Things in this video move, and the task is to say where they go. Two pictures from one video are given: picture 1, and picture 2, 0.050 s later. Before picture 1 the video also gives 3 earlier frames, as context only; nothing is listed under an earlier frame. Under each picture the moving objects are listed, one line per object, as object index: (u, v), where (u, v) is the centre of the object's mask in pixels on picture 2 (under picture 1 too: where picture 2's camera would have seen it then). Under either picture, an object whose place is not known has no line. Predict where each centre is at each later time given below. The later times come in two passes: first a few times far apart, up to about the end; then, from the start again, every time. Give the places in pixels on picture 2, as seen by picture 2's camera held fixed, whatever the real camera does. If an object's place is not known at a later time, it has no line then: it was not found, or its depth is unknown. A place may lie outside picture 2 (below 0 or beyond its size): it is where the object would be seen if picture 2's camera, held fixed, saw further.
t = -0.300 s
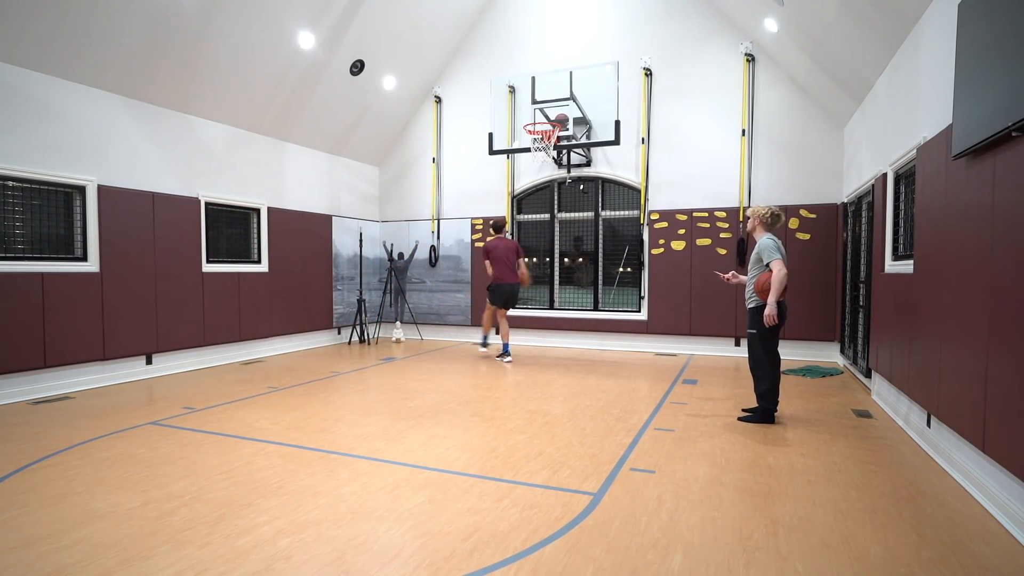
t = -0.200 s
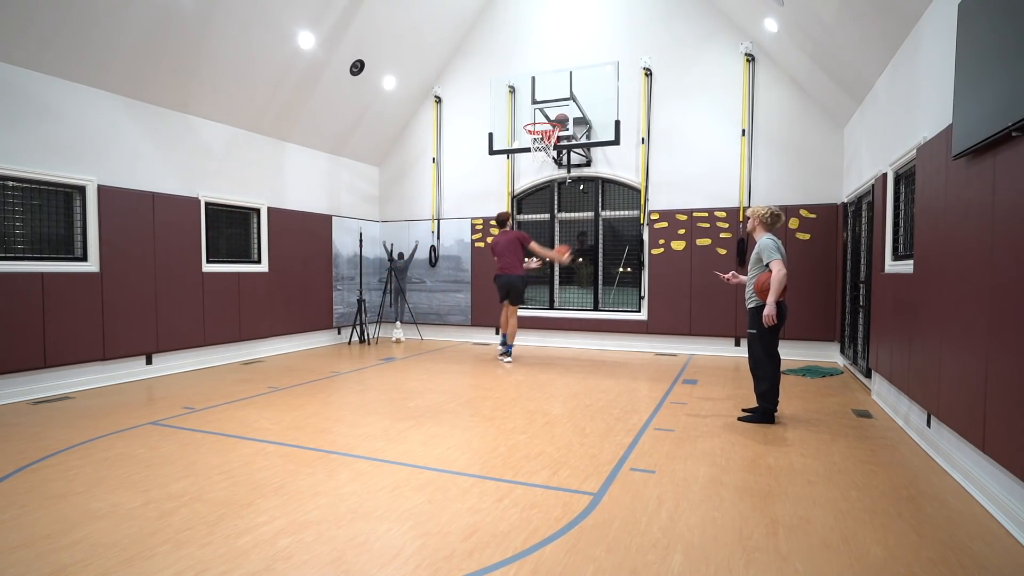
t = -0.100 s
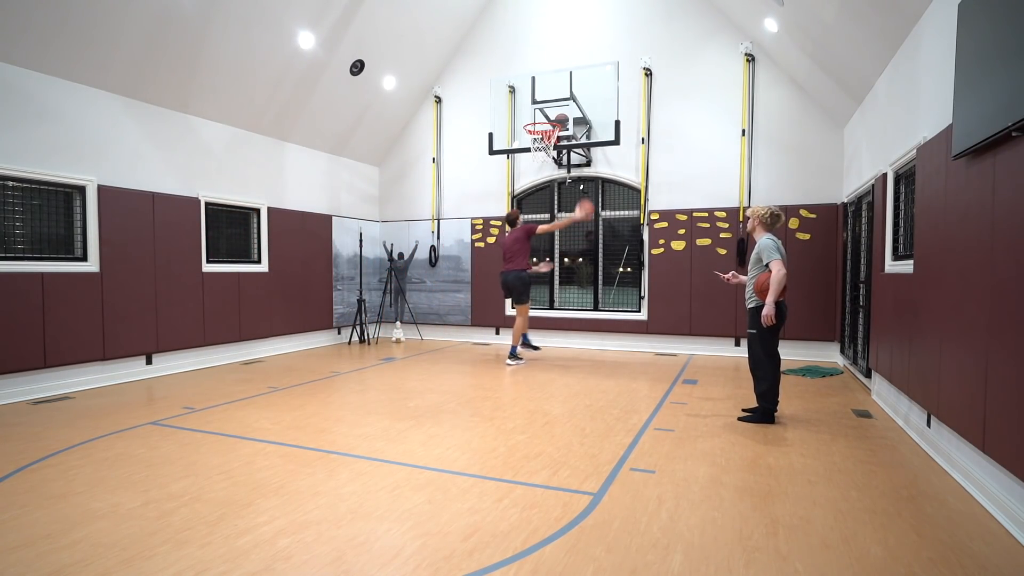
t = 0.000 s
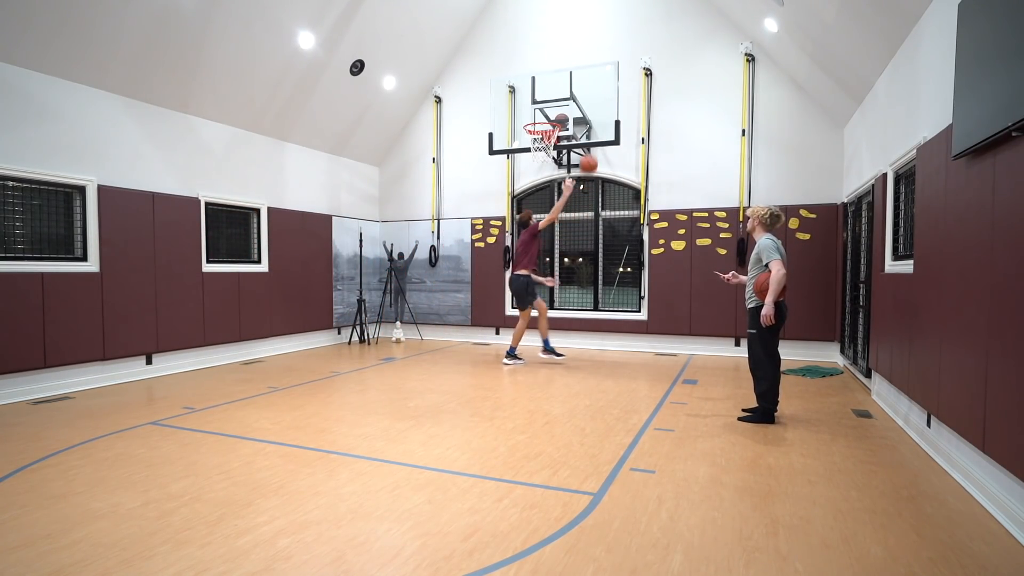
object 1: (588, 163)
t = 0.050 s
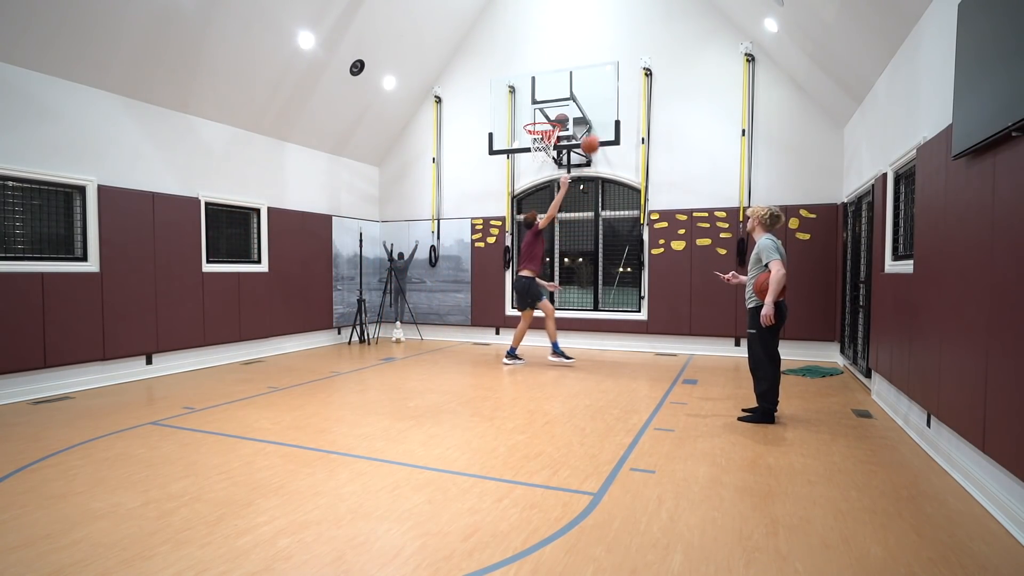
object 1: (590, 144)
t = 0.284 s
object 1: (597, 76)
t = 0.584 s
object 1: (606, 49)
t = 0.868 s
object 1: (614, 89)
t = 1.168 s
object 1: (624, 199)
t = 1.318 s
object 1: (628, 281)
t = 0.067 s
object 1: (591, 138)
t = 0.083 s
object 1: (591, 131)
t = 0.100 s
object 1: (592, 126)
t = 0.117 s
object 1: (592, 120)
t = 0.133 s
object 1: (593, 115)
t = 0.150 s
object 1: (593, 109)
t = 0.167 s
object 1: (594, 104)
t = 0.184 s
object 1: (594, 100)
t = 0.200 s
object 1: (595, 95)
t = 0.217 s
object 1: (595, 91)
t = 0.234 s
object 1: (596, 87)
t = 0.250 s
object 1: (596, 83)
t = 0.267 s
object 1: (597, 79)
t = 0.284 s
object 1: (597, 76)
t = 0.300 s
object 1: (598, 72)
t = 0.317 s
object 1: (598, 69)
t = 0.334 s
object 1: (599, 66)
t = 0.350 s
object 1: (599, 64)
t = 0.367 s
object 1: (600, 61)
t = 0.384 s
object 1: (600, 59)
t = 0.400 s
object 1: (601, 57)
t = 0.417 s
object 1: (601, 55)
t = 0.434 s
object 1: (602, 54)
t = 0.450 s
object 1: (602, 52)
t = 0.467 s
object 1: (603, 51)
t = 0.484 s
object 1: (603, 50)
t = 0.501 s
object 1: (604, 50)
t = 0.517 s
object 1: (604, 49)
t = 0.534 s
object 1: (605, 49)
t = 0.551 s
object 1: (605, 49)
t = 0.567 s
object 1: (606, 49)
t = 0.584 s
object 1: (606, 49)
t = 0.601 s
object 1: (607, 50)
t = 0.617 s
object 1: (607, 51)
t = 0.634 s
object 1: (608, 52)
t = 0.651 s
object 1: (608, 53)
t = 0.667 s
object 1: (609, 54)
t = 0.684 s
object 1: (609, 56)
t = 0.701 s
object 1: (610, 58)
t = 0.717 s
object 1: (610, 60)
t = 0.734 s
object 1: (610, 62)
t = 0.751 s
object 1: (611, 65)
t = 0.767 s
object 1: (612, 68)
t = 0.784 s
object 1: (612, 70)
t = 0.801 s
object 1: (613, 74)
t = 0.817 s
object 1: (613, 77)
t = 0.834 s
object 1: (614, 81)
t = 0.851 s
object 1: (614, 85)
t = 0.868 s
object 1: (614, 89)
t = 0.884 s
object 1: (615, 93)
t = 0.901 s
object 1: (615, 97)
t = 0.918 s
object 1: (616, 102)
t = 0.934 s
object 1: (616, 107)
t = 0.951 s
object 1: (617, 112)
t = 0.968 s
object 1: (617, 118)
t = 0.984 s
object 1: (618, 124)
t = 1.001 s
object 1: (618, 129)
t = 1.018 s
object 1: (619, 135)
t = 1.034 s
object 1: (619, 141)
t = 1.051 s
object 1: (620, 148)
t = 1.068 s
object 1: (620, 155)
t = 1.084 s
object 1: (621, 162)
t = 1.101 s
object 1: (621, 169)
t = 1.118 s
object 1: (622, 177)
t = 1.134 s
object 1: (623, 185)
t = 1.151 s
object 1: (623, 192)
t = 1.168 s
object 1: (624, 199)
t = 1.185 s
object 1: (624, 207)
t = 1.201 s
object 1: (624, 217)
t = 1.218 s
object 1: (625, 226)
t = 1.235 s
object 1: (625, 234)
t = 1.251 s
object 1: (626, 243)
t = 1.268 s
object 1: (626, 252)
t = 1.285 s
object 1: (627, 262)
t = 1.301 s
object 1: (628, 273)
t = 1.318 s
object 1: (628, 281)
